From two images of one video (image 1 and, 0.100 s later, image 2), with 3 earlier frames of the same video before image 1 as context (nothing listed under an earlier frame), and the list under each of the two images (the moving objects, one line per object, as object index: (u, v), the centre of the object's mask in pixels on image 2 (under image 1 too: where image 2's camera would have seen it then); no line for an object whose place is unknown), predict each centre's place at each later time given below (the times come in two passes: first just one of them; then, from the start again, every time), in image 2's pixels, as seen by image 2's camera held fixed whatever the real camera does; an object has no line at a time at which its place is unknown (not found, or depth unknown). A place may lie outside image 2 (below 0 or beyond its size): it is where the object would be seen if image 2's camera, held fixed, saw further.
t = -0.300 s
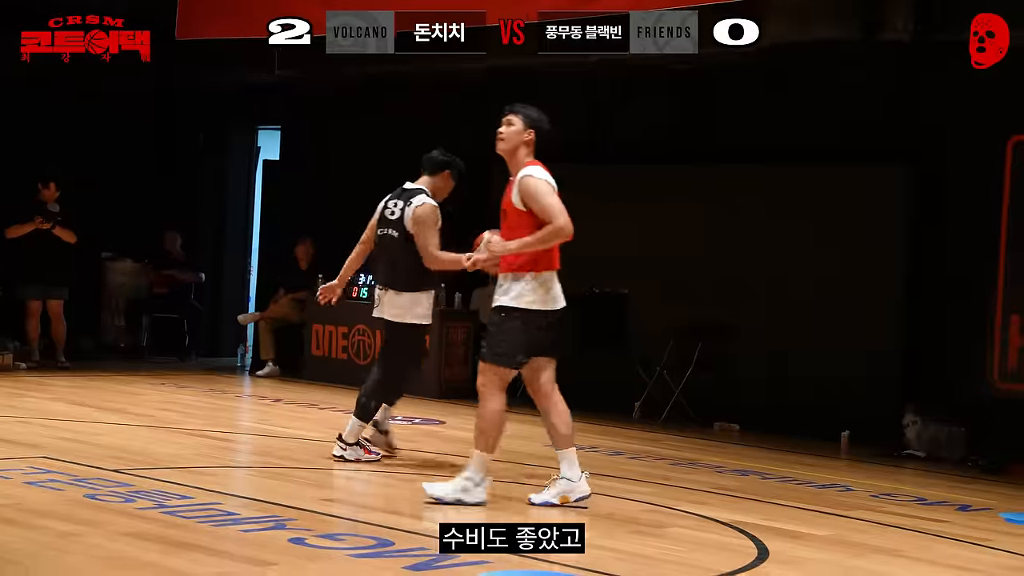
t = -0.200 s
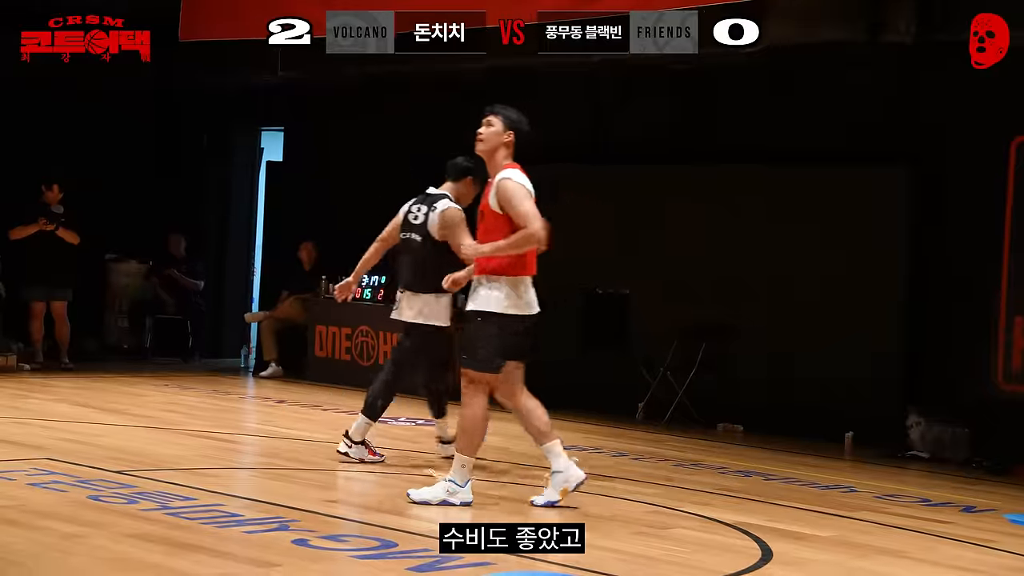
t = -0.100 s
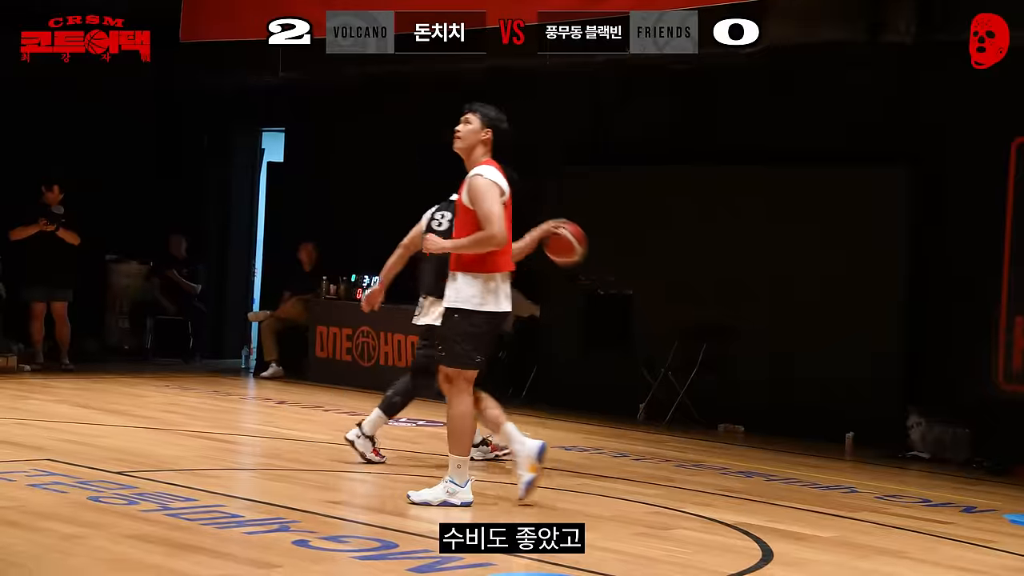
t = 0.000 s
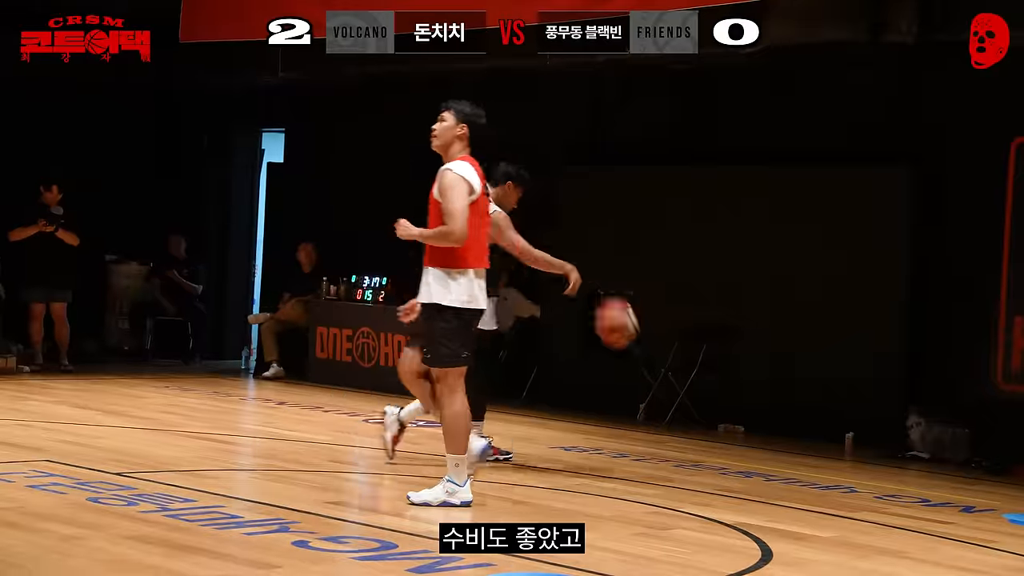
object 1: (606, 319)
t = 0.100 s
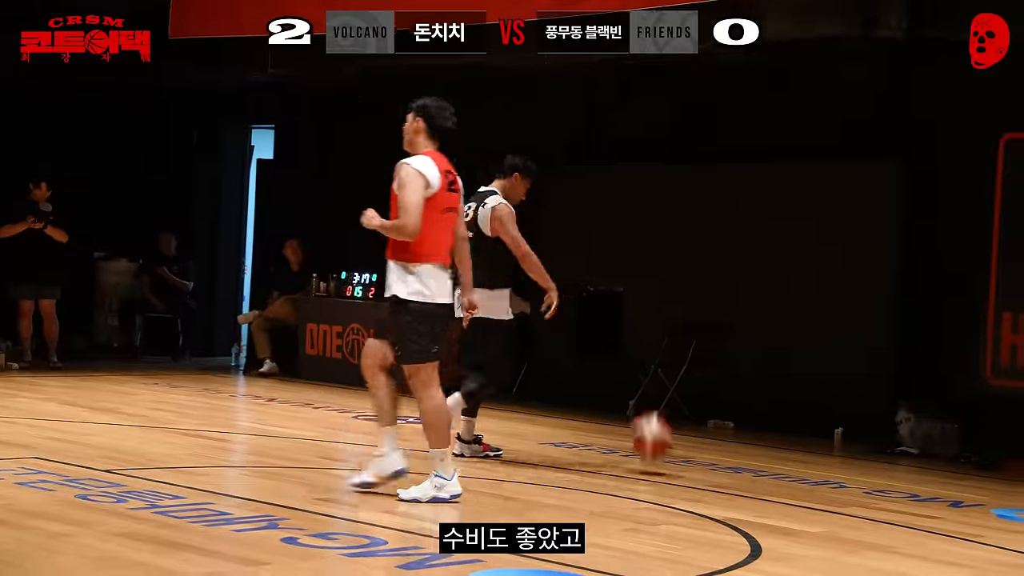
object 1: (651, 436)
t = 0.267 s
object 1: (683, 328)
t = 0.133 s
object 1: (661, 441)
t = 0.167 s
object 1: (666, 410)
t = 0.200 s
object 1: (673, 381)
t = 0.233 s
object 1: (678, 353)
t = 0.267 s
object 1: (683, 328)
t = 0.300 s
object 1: (690, 303)
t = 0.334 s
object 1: (694, 281)
